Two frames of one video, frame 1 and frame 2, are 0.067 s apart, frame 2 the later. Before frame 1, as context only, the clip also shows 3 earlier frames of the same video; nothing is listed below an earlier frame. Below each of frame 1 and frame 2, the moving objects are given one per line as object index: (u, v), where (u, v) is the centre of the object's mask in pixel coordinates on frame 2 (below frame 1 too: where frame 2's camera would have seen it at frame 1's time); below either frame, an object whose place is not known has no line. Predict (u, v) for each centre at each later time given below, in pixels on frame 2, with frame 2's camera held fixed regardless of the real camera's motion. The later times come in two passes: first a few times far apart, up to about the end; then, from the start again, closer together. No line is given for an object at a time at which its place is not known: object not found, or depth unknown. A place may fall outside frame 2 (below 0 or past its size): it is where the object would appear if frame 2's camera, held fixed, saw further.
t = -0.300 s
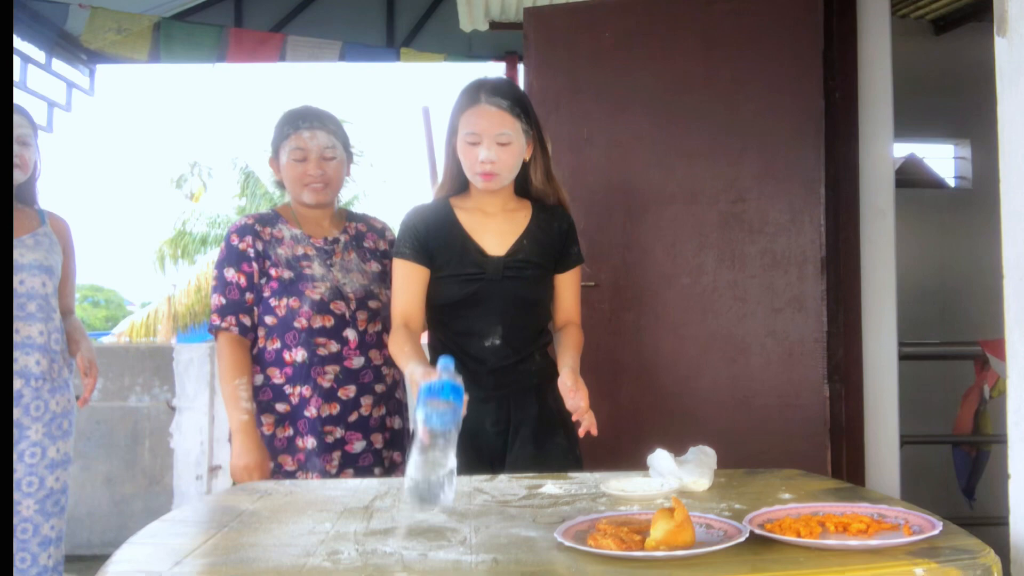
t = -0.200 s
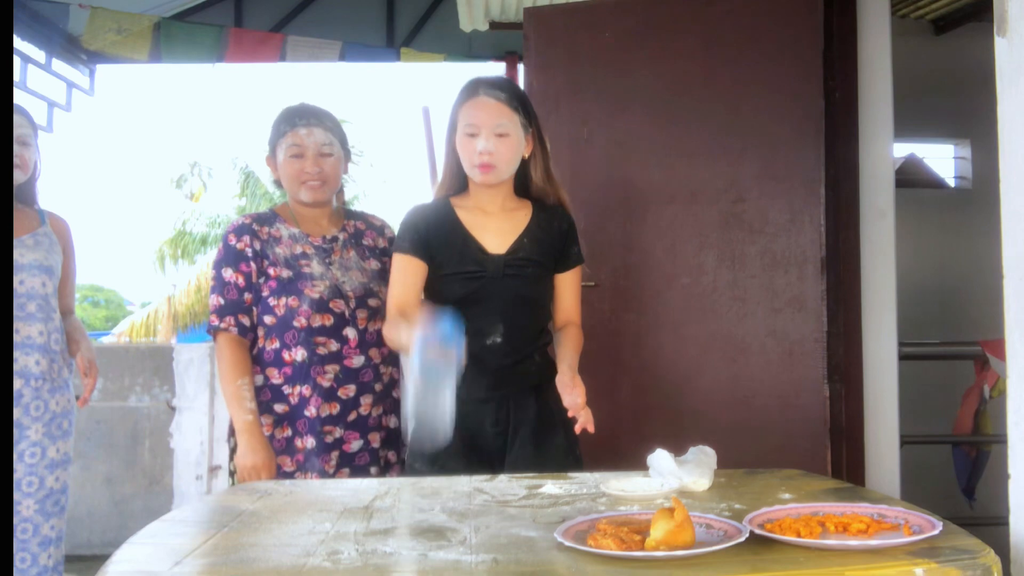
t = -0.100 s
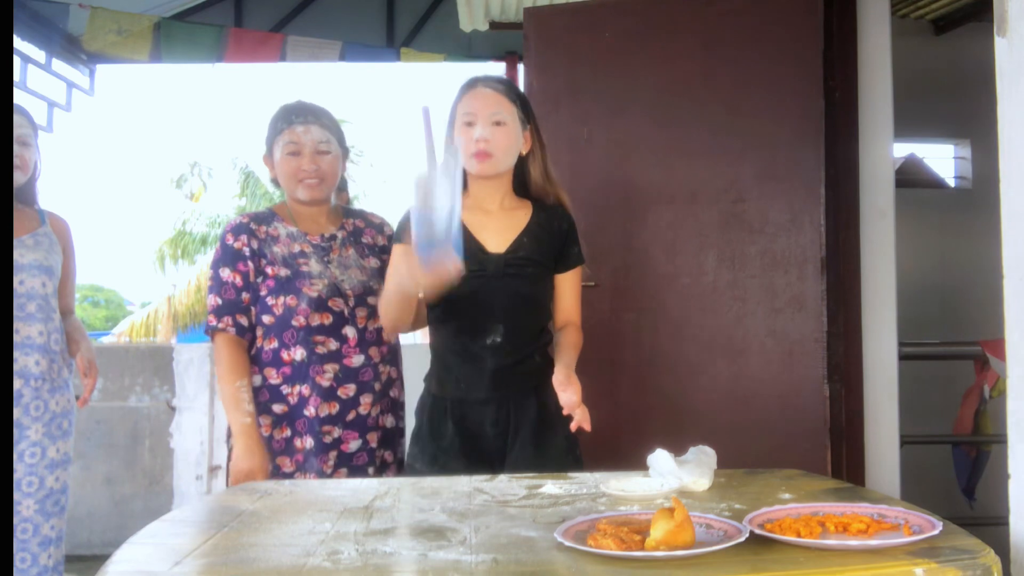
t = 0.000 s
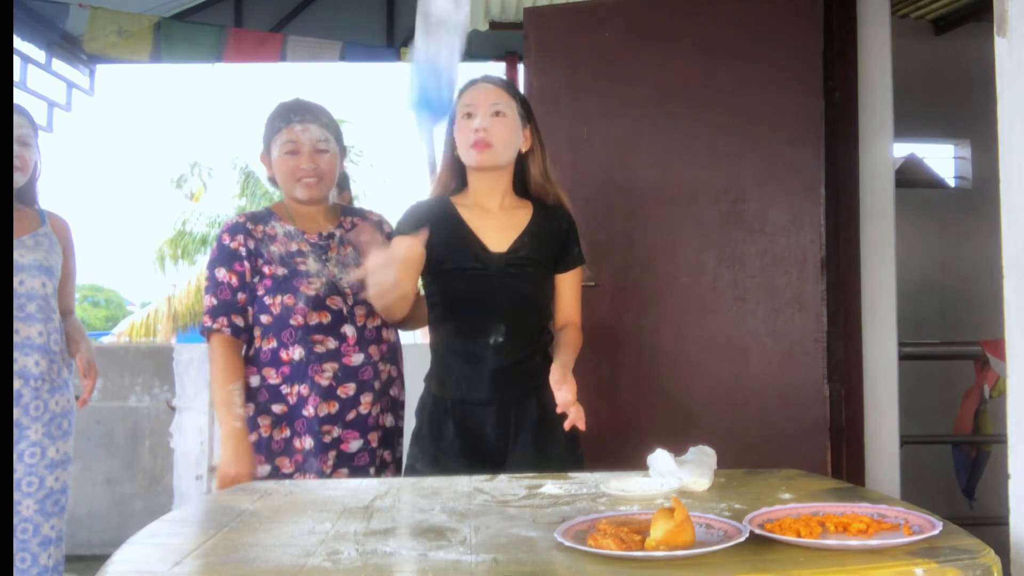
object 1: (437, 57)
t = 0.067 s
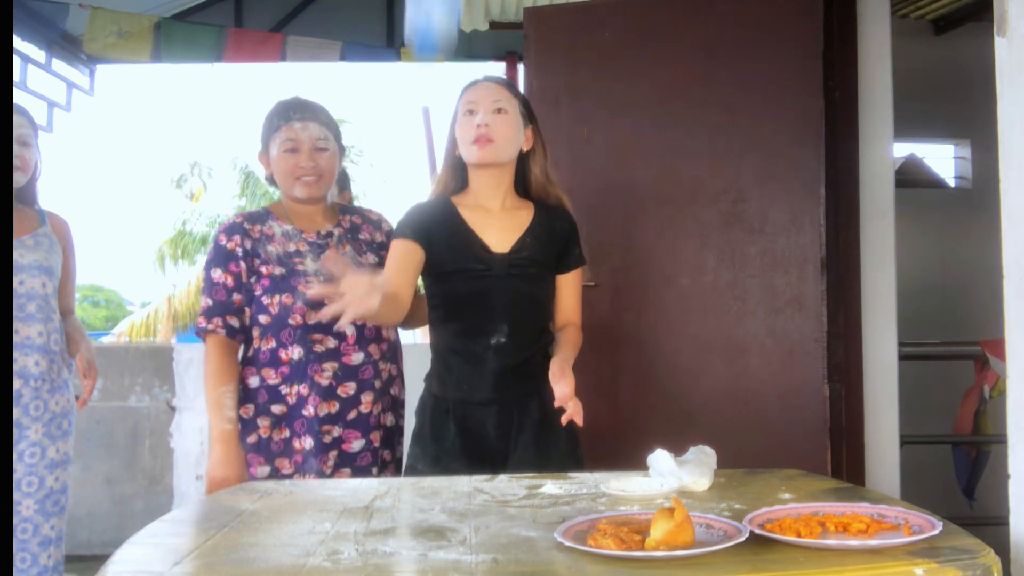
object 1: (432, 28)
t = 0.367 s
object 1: (456, 47)
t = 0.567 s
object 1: (460, 350)
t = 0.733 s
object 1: (477, 421)
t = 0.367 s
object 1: (456, 47)
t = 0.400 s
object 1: (458, 70)
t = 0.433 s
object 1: (458, 118)
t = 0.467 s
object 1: (459, 184)
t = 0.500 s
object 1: (458, 235)
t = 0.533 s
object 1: (459, 291)
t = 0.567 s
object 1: (460, 350)
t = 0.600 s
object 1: (461, 398)
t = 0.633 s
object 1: (464, 420)
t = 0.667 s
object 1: (468, 422)
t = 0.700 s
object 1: (472, 421)
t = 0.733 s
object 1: (477, 421)
